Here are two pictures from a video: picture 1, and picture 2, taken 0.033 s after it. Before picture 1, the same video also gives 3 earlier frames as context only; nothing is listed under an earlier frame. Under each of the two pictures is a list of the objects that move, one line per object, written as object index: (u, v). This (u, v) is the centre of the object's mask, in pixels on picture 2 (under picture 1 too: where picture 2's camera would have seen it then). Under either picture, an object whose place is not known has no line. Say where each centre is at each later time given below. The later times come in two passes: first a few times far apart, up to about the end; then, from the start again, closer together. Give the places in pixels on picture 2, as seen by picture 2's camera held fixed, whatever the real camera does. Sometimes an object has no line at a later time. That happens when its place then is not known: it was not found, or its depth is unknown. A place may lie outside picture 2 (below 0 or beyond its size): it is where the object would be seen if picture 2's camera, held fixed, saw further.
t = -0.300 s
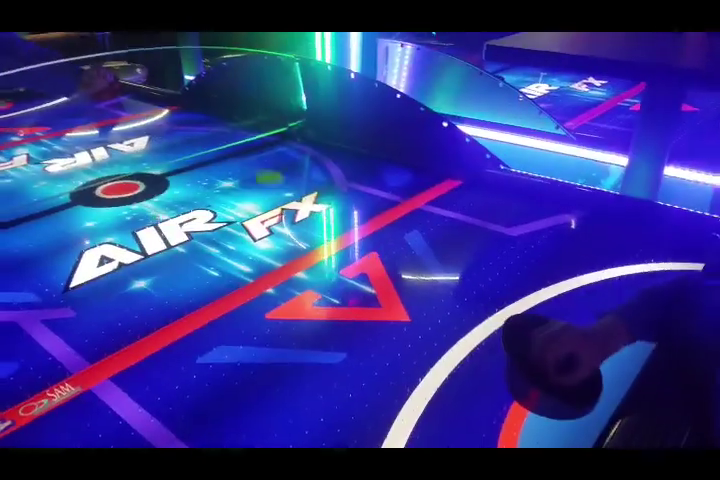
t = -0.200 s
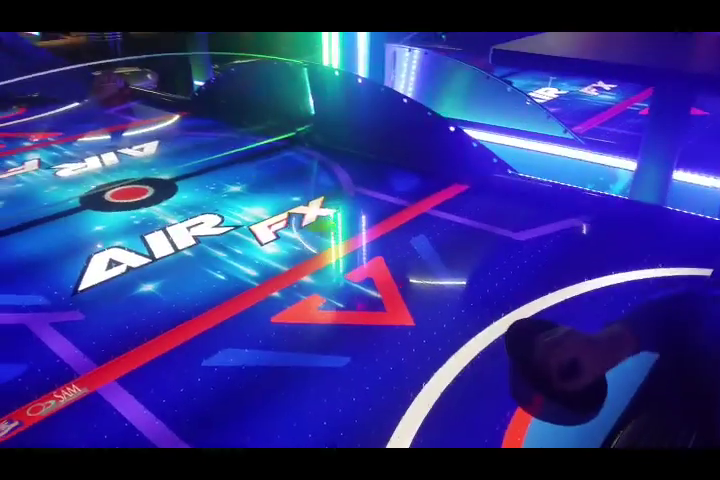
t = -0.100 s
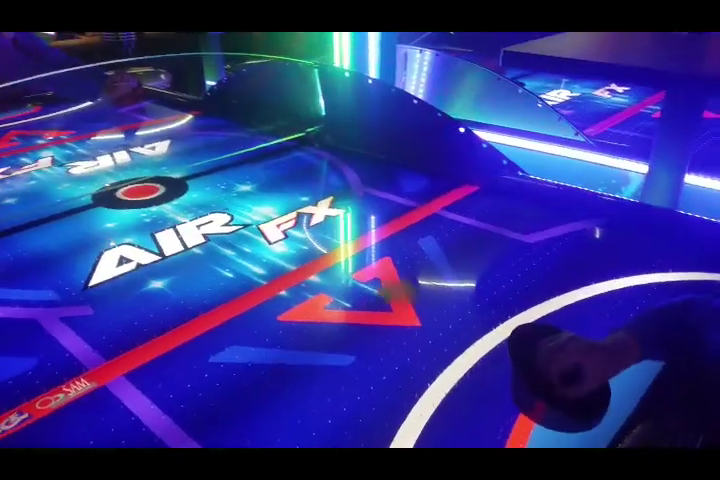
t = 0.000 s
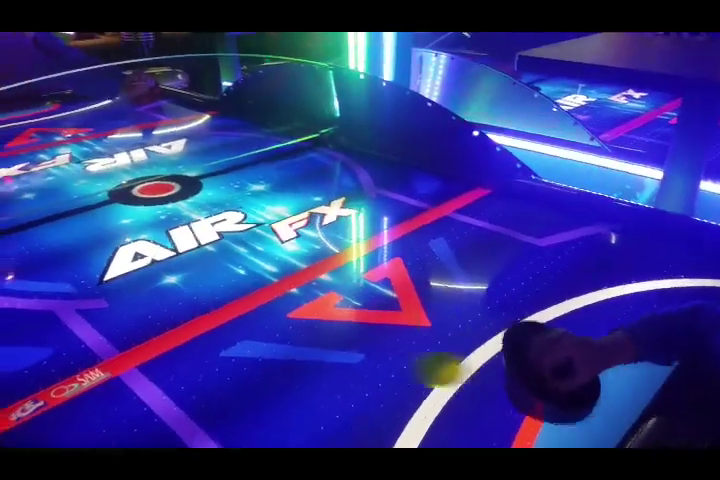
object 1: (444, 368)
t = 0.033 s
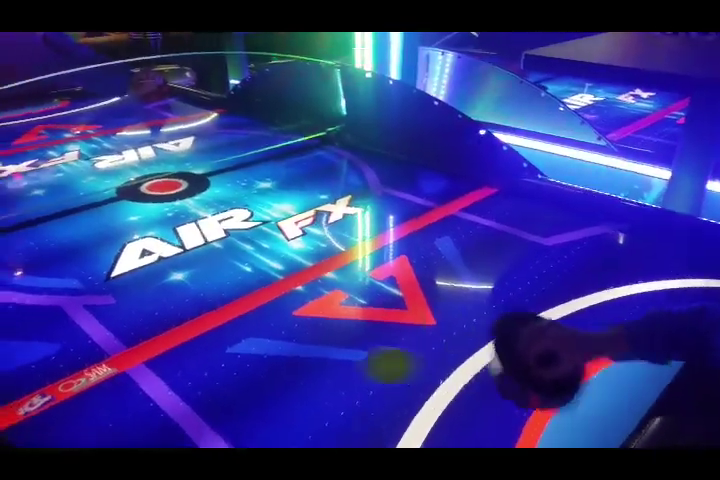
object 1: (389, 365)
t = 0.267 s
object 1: (28, 355)
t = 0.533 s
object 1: (68, 233)
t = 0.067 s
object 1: (337, 363)
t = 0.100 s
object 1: (287, 362)
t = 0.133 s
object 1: (233, 360)
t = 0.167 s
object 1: (181, 359)
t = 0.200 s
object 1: (129, 357)
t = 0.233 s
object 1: (76, 357)
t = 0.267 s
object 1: (28, 355)
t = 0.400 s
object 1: (2, 298)
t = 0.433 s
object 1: (22, 279)
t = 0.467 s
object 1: (39, 263)
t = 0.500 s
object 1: (53, 248)
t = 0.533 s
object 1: (68, 233)
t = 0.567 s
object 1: (80, 220)
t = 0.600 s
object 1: (90, 210)
